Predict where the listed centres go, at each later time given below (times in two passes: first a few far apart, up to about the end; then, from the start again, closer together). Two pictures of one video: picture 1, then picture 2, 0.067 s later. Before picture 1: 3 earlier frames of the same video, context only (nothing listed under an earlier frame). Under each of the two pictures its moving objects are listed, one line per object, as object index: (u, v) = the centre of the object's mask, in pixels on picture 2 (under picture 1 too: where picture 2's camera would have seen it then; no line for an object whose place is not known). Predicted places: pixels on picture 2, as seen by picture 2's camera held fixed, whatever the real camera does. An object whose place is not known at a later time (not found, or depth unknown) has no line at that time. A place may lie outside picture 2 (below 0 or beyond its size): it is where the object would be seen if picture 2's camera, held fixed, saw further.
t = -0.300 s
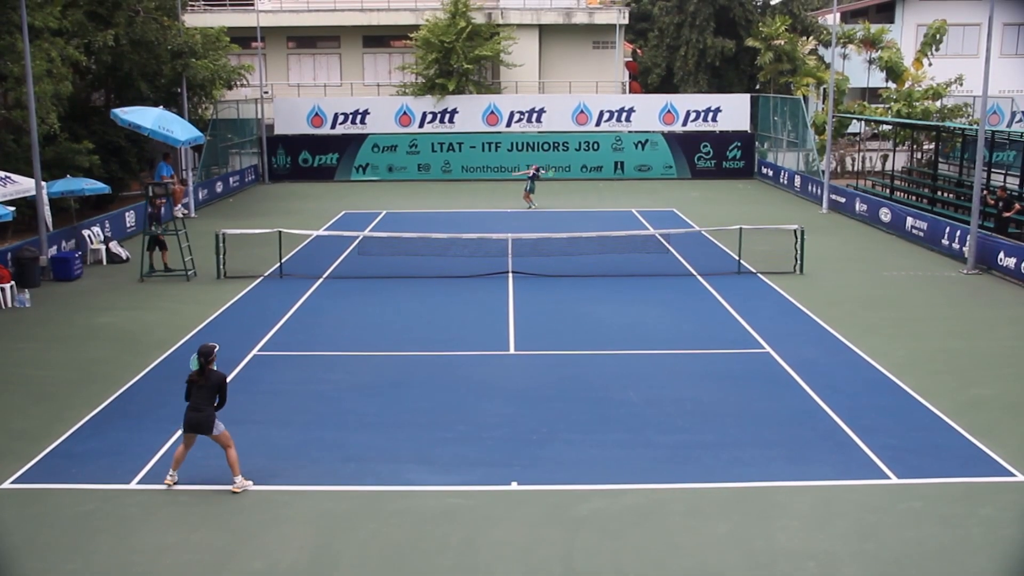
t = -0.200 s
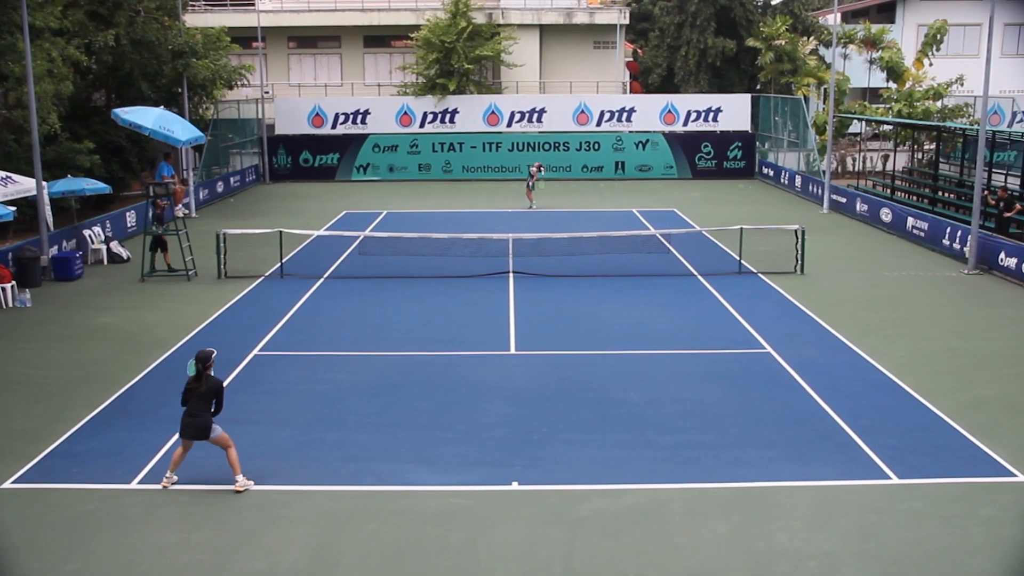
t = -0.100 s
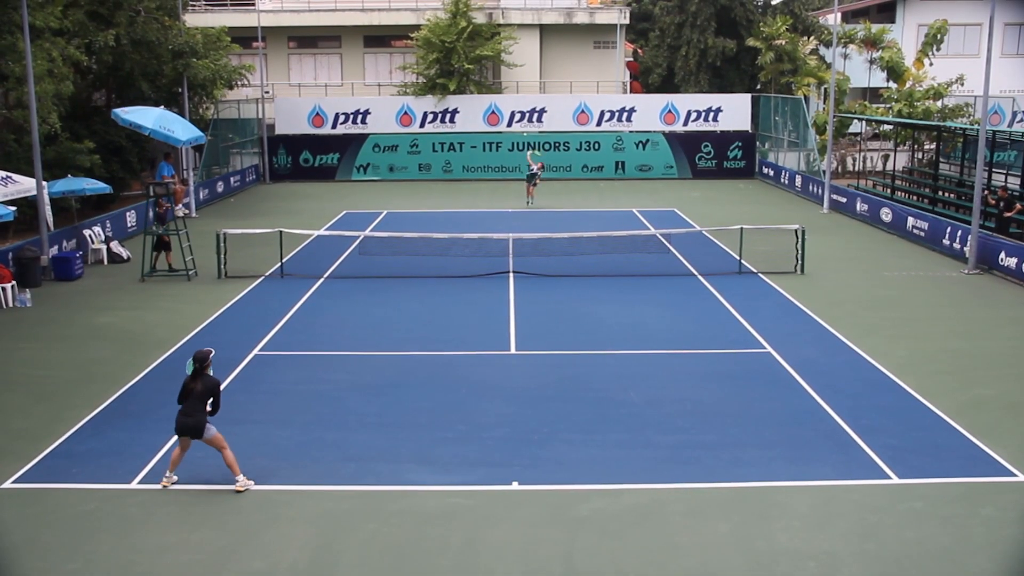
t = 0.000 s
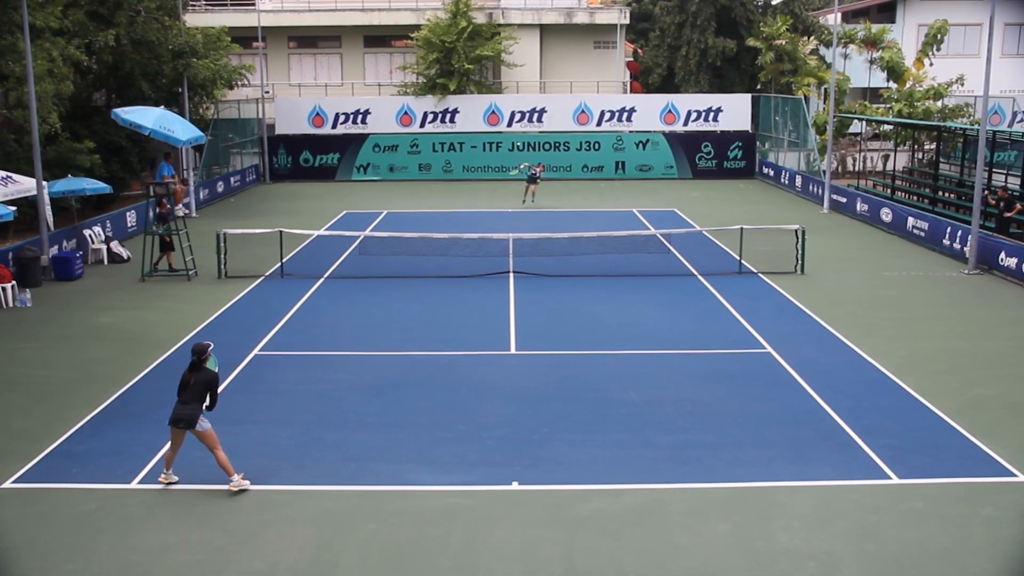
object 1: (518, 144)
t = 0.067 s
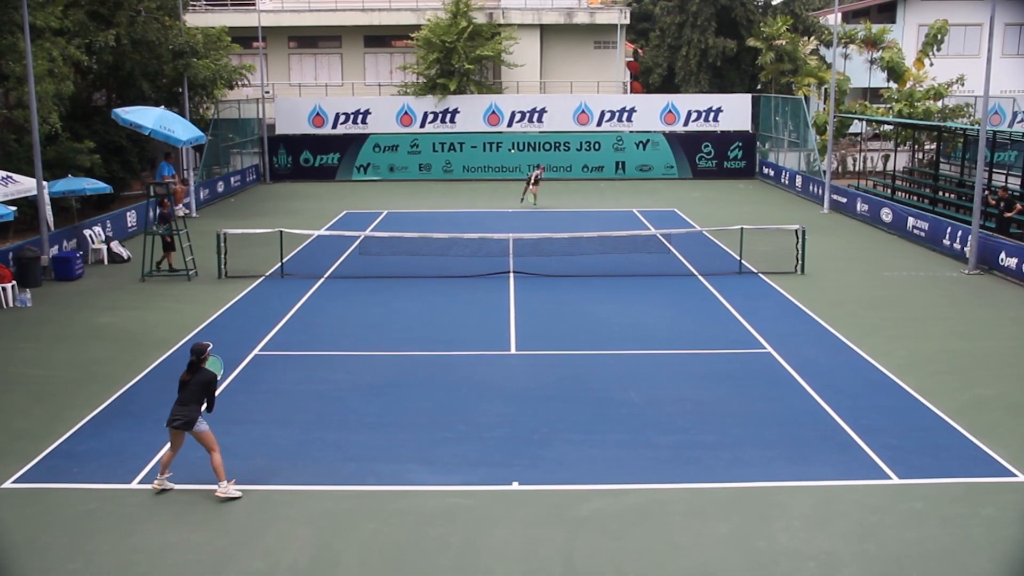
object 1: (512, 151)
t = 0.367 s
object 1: (492, 217)
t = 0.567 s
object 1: (486, 308)
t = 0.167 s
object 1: (504, 166)
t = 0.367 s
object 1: (492, 217)
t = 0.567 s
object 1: (486, 308)
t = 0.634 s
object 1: (485, 344)
